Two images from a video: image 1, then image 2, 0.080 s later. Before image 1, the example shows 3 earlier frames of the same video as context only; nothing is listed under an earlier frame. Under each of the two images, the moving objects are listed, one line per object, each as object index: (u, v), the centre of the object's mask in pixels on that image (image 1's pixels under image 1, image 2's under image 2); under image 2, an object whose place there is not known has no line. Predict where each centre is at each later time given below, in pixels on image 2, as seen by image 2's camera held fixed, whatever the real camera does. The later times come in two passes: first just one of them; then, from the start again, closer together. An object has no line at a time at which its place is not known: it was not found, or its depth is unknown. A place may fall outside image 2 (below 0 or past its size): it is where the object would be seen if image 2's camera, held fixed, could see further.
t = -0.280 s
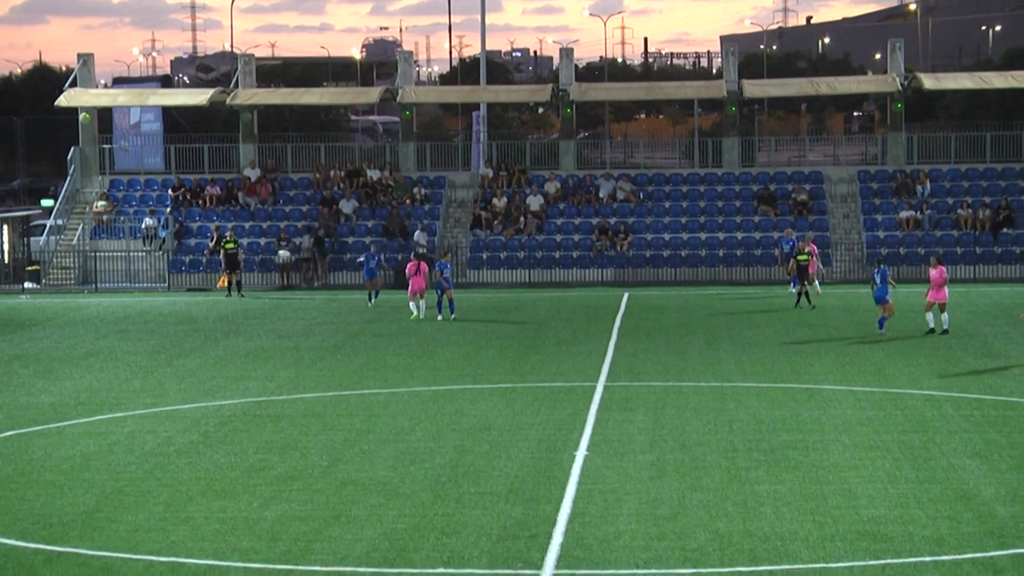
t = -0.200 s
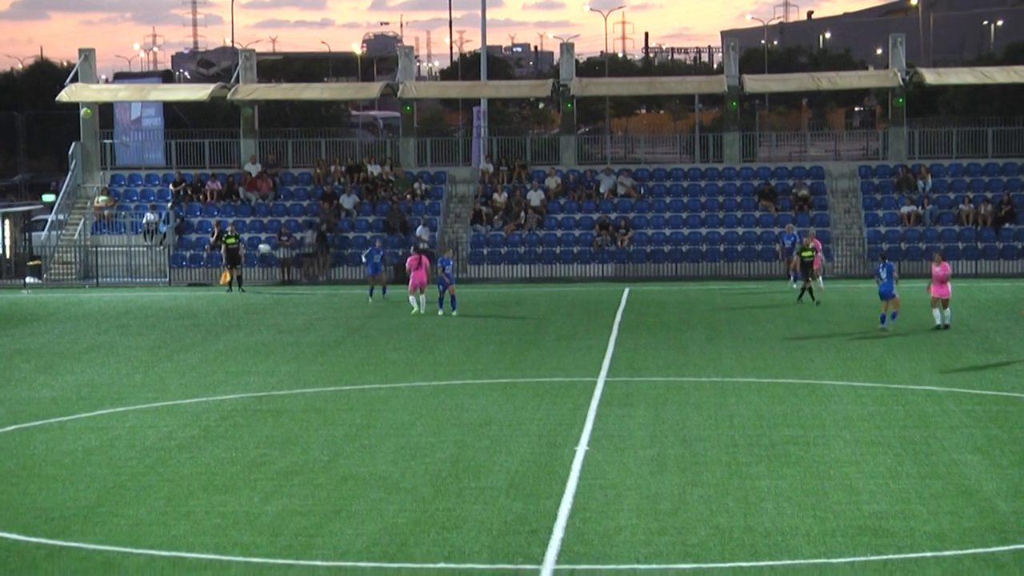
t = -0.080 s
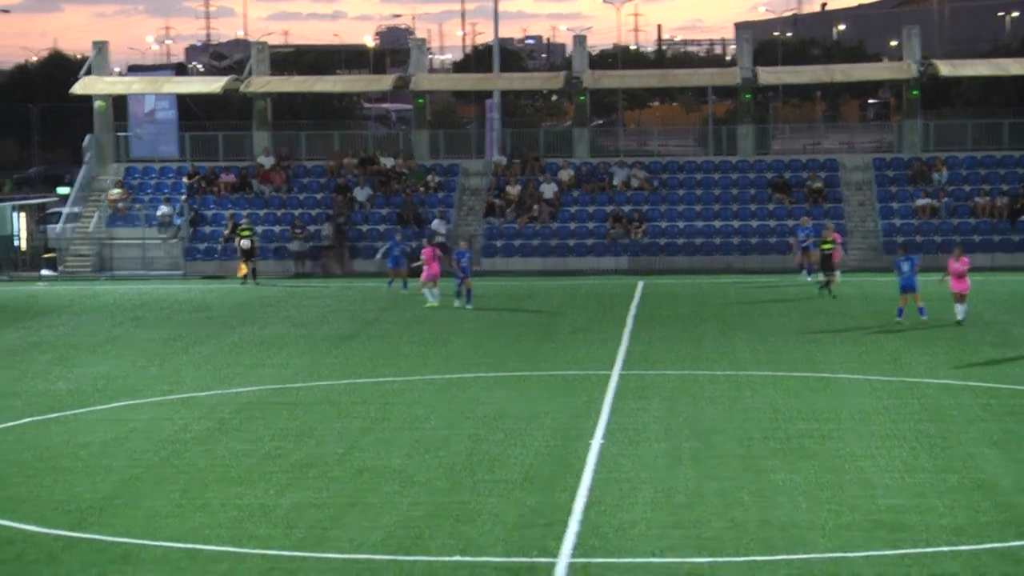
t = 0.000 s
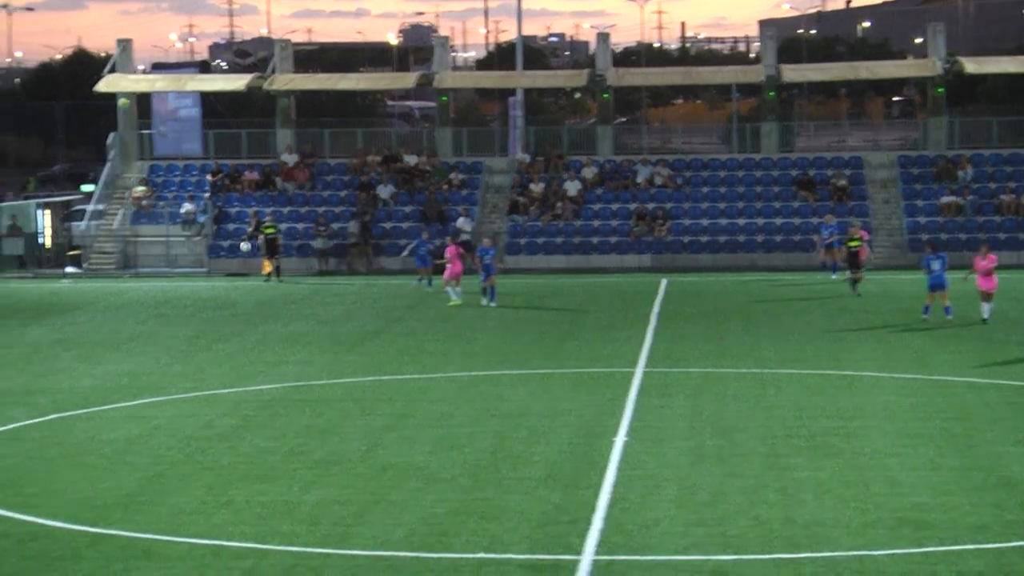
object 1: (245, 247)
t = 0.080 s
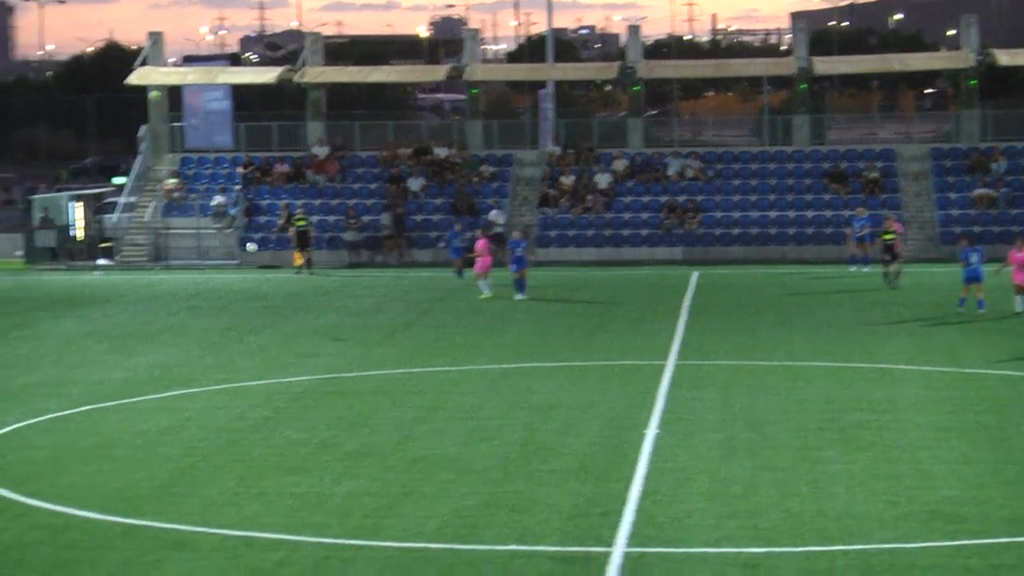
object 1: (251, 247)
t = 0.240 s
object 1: (199, 272)
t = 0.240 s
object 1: (199, 272)
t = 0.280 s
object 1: (186, 282)
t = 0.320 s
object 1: (172, 290)
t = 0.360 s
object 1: (157, 301)
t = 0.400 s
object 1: (142, 312)
